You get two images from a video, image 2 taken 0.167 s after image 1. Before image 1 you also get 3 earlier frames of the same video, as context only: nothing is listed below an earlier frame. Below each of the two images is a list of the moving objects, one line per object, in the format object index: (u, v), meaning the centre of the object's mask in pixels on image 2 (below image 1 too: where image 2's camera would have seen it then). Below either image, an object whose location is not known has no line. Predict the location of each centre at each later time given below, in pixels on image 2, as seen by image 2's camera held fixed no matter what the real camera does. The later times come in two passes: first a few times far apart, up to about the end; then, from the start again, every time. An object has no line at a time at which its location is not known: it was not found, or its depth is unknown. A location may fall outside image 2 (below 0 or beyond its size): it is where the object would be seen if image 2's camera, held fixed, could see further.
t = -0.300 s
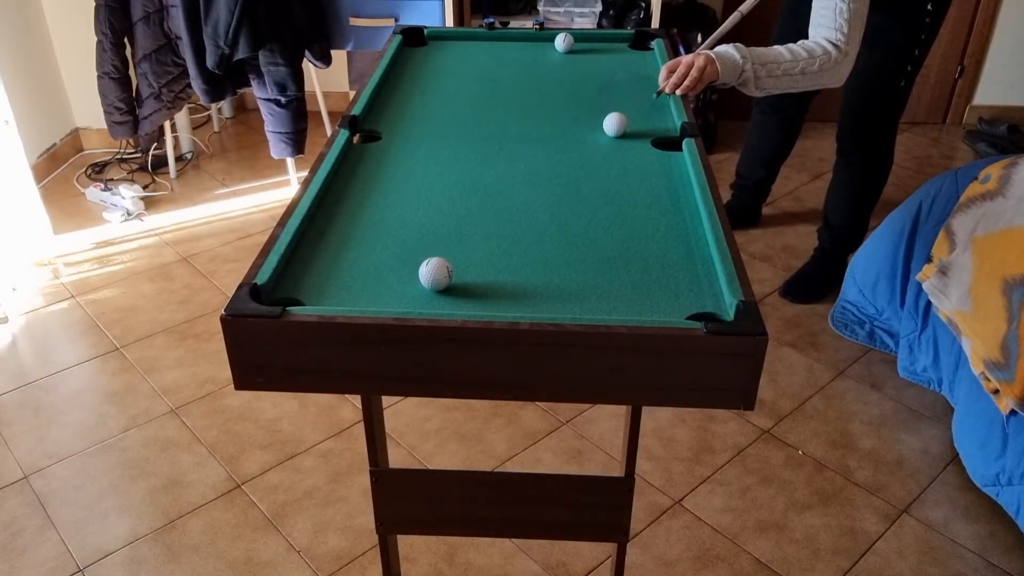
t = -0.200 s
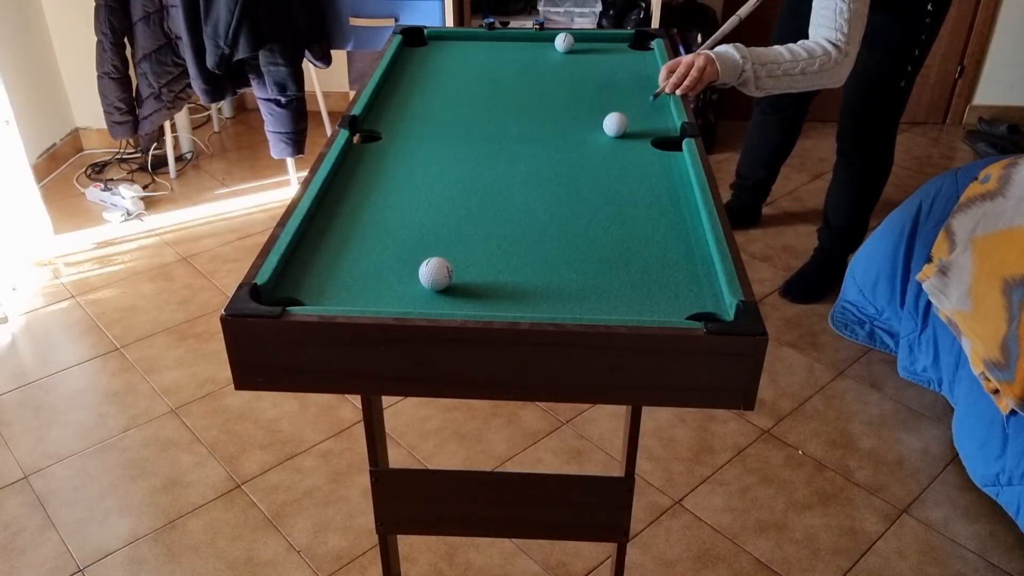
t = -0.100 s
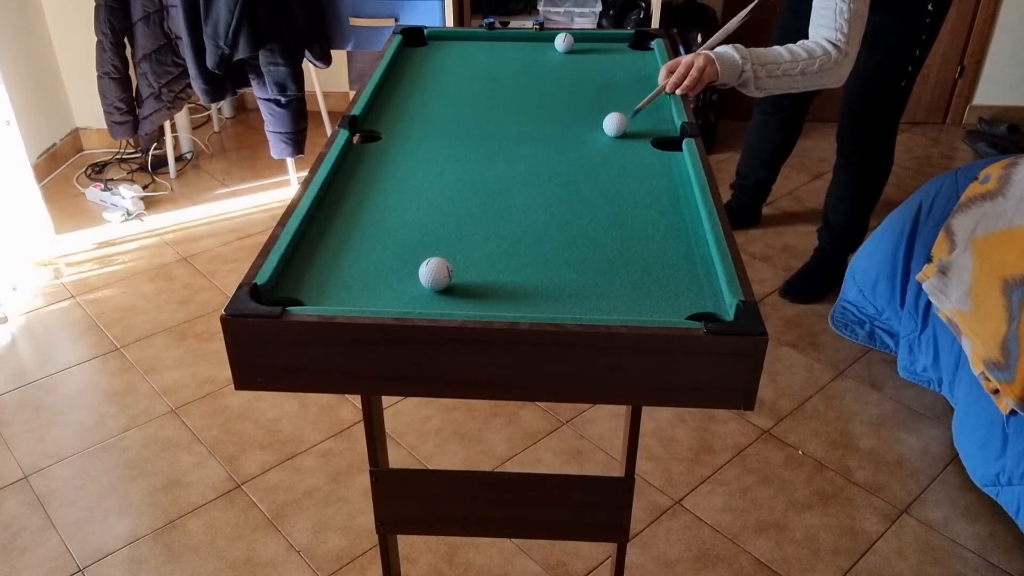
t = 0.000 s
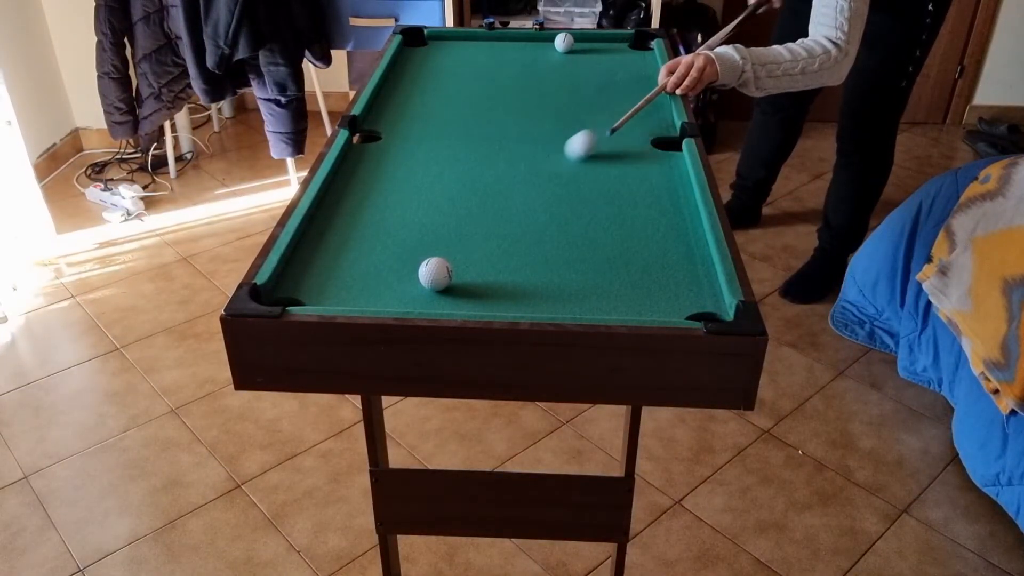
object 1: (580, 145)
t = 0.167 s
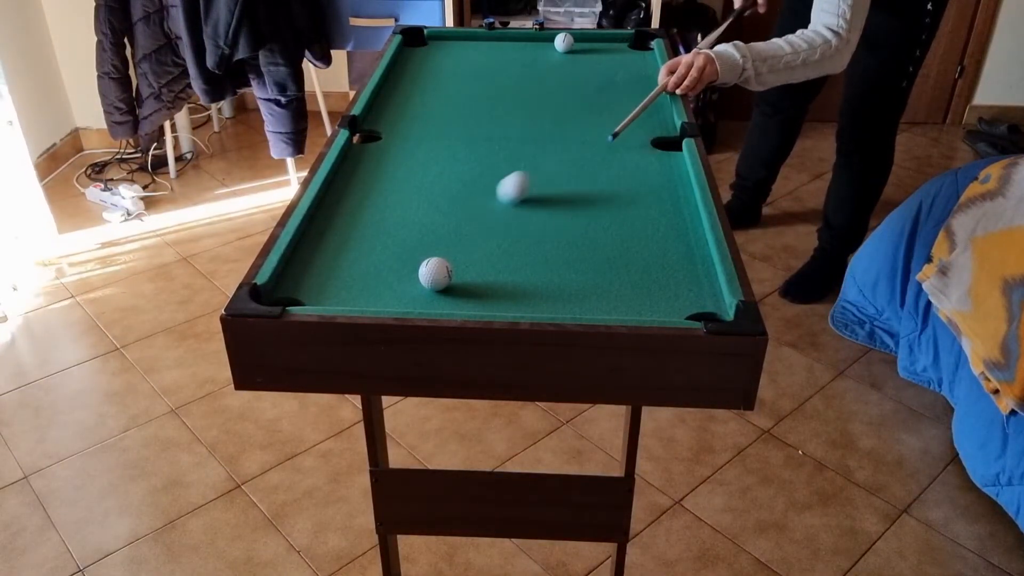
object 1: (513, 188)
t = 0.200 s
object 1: (499, 197)
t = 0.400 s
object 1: (400, 260)
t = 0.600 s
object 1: (327, 271)
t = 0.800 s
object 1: (314, 241)
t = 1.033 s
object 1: (350, 214)
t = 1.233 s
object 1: (375, 193)
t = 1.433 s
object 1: (397, 176)
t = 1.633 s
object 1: (416, 161)
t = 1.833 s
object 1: (432, 148)
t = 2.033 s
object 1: (444, 137)
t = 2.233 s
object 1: (454, 128)
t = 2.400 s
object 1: (461, 121)
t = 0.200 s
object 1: (499, 197)
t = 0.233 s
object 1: (484, 207)
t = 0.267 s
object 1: (468, 217)
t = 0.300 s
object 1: (452, 227)
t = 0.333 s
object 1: (436, 237)
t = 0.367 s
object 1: (418, 247)
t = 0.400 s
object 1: (400, 260)
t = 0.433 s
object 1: (381, 272)
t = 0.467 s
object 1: (361, 285)
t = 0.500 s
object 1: (341, 292)
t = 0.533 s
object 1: (333, 284)
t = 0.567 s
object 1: (330, 274)
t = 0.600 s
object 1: (327, 271)
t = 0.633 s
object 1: (321, 262)
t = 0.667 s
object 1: (315, 259)
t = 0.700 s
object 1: (308, 253)
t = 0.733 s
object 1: (303, 249)
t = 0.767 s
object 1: (307, 244)
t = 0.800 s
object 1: (314, 241)
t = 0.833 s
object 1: (320, 237)
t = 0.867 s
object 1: (326, 233)
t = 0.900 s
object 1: (331, 229)
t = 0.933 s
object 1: (336, 225)
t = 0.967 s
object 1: (340, 221)
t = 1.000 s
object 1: (345, 218)
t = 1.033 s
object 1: (350, 214)
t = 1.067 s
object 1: (354, 210)
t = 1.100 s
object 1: (359, 207)
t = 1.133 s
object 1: (363, 203)
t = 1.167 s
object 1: (367, 200)
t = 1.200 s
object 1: (371, 196)
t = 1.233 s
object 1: (375, 193)
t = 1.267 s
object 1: (379, 190)
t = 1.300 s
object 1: (383, 187)
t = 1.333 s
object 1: (387, 184)
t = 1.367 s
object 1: (390, 181)
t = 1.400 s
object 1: (394, 179)
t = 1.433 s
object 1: (397, 176)
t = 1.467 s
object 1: (400, 173)
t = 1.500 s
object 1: (404, 170)
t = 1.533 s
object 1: (407, 168)
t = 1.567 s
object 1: (410, 165)
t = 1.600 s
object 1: (413, 163)
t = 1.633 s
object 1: (416, 161)
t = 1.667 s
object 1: (419, 158)
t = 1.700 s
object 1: (422, 156)
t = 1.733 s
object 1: (424, 154)
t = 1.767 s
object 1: (427, 152)
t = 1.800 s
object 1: (429, 150)
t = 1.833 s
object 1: (432, 148)
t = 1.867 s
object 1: (434, 146)
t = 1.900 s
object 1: (437, 144)
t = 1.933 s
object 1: (438, 142)
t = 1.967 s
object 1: (441, 140)
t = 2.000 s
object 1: (442, 139)
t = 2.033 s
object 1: (444, 137)
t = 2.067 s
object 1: (446, 135)
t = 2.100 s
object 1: (448, 133)
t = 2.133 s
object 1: (449, 132)
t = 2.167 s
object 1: (451, 131)
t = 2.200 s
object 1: (452, 129)
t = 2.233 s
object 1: (454, 128)
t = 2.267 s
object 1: (455, 126)
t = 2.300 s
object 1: (457, 125)
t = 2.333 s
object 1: (458, 124)
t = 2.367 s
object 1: (460, 122)
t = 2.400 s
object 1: (461, 121)
